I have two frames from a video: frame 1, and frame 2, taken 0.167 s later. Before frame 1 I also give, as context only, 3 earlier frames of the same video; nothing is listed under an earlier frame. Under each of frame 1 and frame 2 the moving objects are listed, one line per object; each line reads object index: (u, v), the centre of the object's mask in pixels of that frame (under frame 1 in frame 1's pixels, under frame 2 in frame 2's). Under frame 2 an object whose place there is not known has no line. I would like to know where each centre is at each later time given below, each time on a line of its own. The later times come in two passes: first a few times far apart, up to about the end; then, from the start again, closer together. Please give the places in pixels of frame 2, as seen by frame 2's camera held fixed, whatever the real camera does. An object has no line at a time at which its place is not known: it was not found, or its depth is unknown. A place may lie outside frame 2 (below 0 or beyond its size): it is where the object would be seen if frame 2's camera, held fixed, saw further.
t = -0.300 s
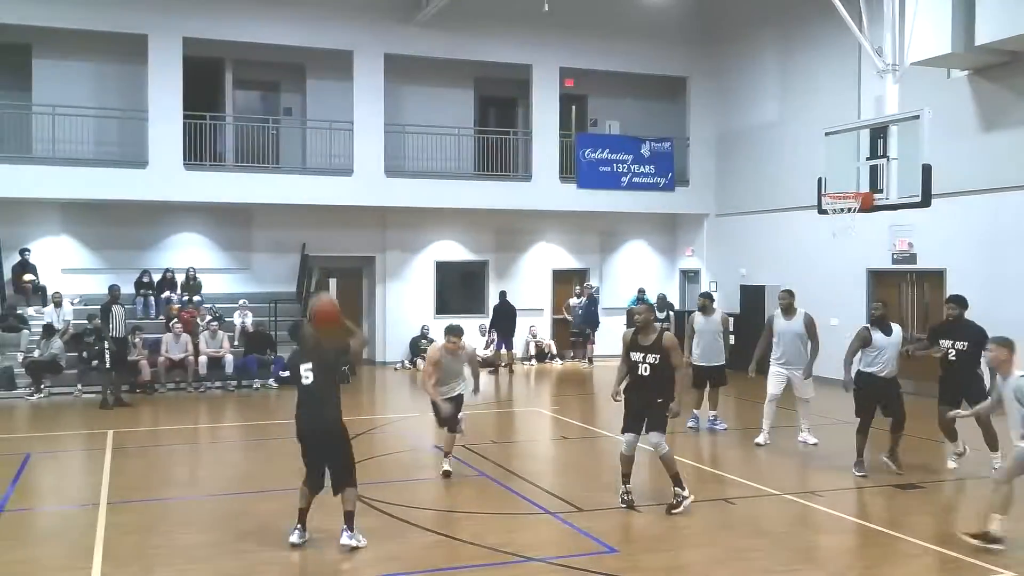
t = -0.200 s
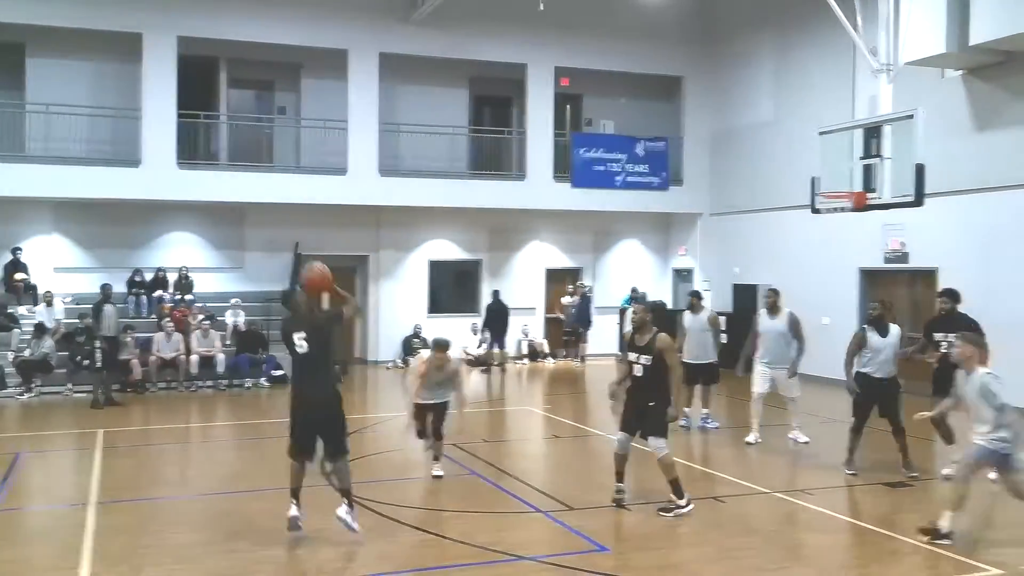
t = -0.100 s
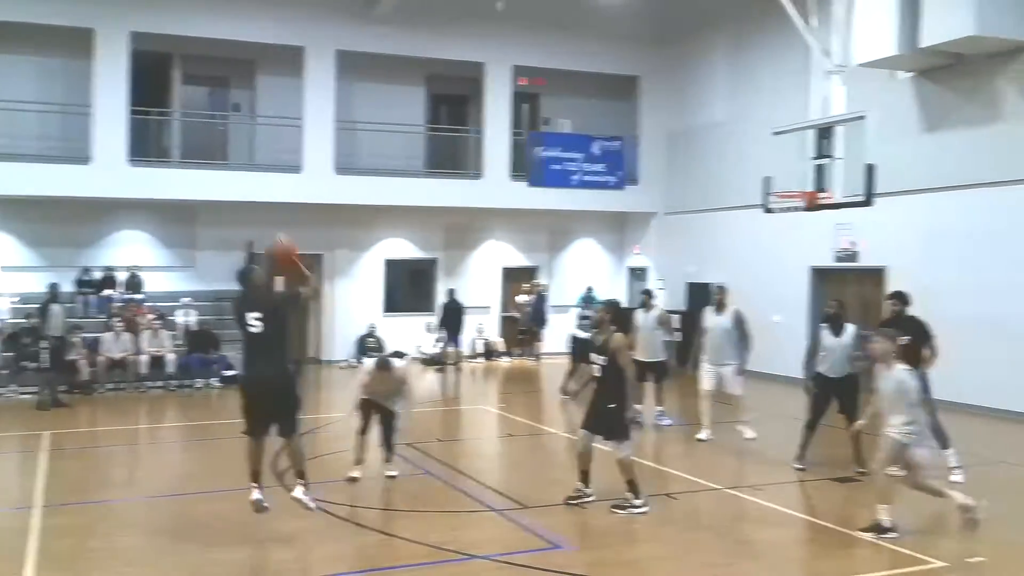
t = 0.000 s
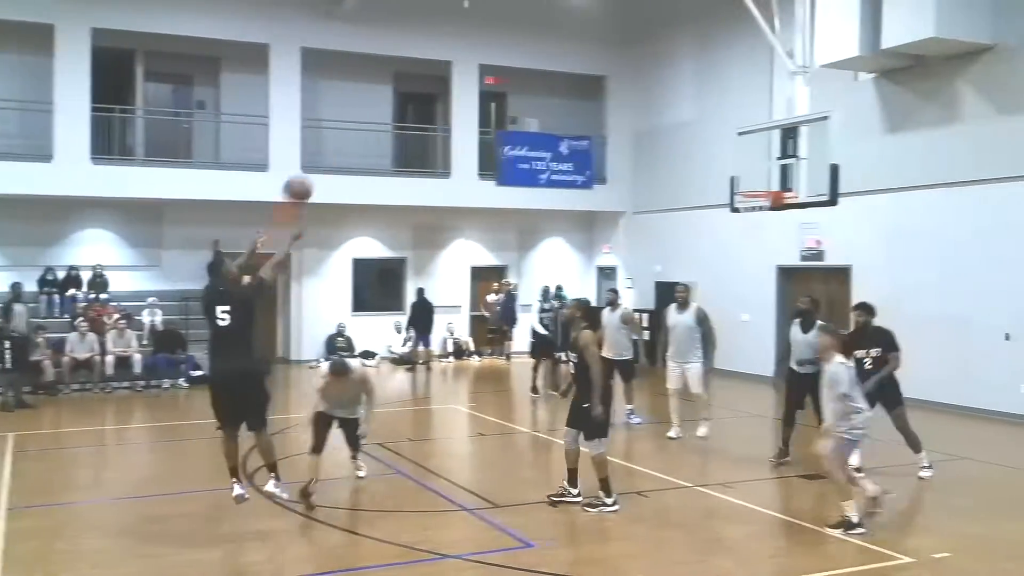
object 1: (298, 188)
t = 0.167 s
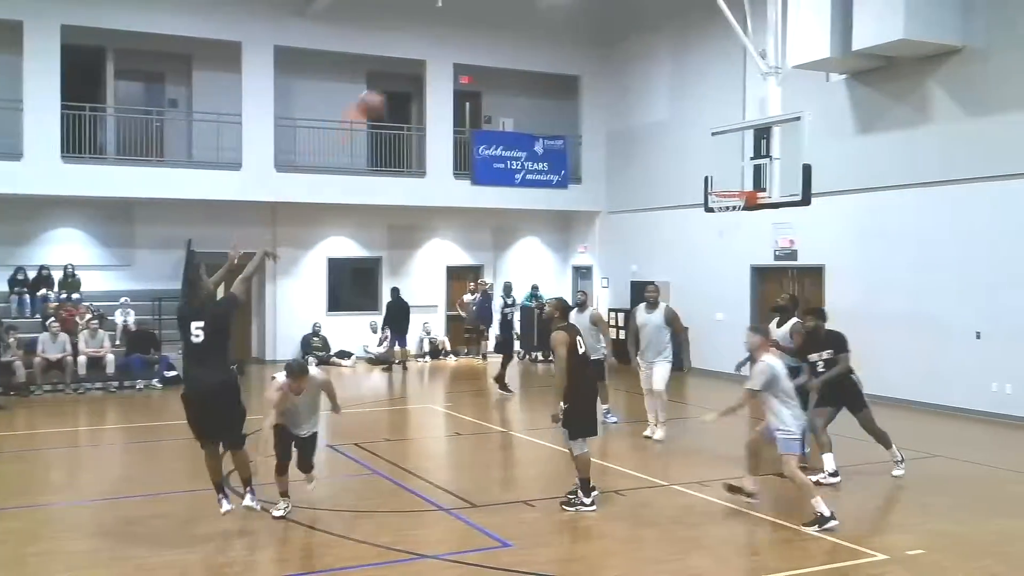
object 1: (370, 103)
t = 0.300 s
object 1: (438, 66)
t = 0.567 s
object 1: (557, 45)
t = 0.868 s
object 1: (662, 98)
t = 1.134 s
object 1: (731, 193)
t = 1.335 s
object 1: (726, 272)
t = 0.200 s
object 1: (389, 89)
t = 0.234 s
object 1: (406, 78)
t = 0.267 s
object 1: (421, 72)
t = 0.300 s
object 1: (438, 66)
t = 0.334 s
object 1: (454, 59)
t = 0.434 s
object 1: (502, 45)
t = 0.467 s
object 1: (517, 44)
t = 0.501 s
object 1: (529, 44)
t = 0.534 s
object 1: (543, 44)
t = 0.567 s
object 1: (557, 45)
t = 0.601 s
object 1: (570, 47)
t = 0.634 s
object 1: (583, 50)
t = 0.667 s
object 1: (595, 54)
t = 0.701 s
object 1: (607, 59)
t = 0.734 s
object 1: (617, 65)
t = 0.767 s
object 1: (629, 73)
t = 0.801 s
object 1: (641, 81)
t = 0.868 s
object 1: (662, 98)
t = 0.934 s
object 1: (682, 121)
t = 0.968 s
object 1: (691, 131)
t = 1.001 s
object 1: (701, 145)
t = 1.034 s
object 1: (710, 158)
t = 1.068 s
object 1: (720, 171)
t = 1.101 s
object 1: (728, 183)
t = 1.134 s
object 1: (731, 193)
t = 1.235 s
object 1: (730, 235)
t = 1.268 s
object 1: (728, 246)
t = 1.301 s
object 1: (727, 259)
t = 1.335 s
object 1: (726, 272)
